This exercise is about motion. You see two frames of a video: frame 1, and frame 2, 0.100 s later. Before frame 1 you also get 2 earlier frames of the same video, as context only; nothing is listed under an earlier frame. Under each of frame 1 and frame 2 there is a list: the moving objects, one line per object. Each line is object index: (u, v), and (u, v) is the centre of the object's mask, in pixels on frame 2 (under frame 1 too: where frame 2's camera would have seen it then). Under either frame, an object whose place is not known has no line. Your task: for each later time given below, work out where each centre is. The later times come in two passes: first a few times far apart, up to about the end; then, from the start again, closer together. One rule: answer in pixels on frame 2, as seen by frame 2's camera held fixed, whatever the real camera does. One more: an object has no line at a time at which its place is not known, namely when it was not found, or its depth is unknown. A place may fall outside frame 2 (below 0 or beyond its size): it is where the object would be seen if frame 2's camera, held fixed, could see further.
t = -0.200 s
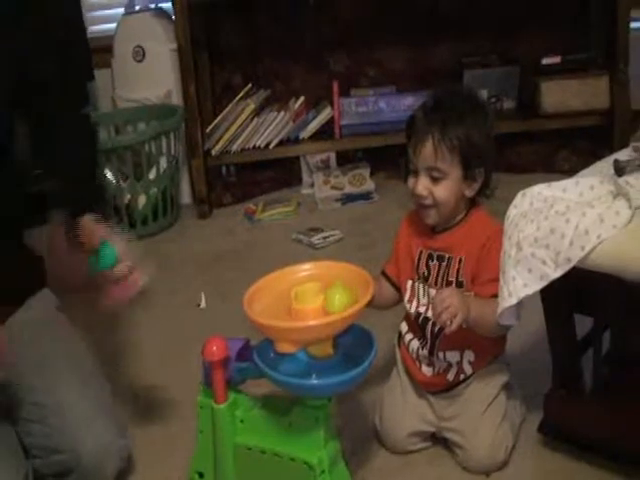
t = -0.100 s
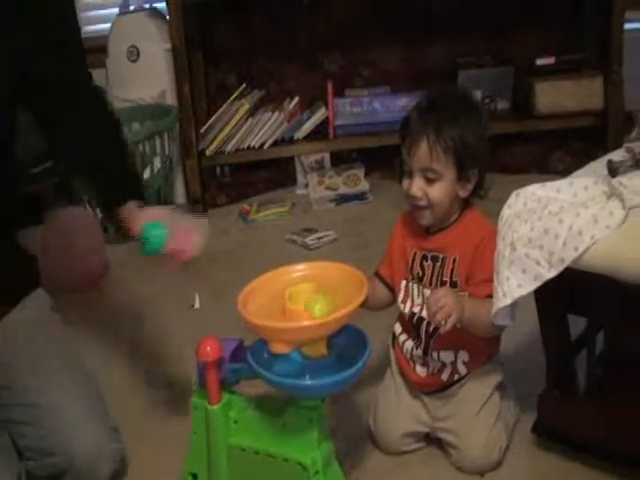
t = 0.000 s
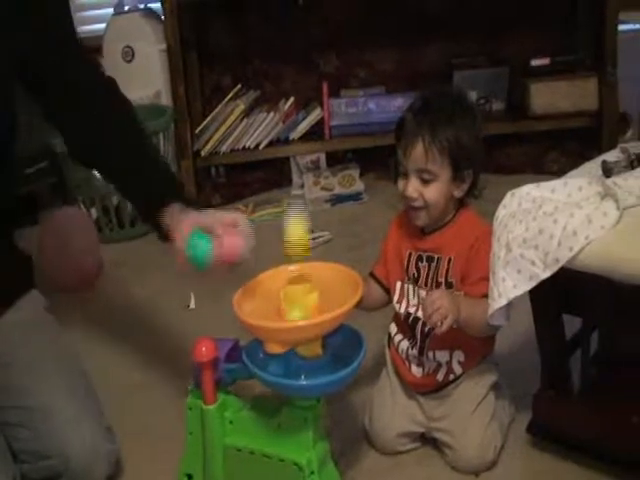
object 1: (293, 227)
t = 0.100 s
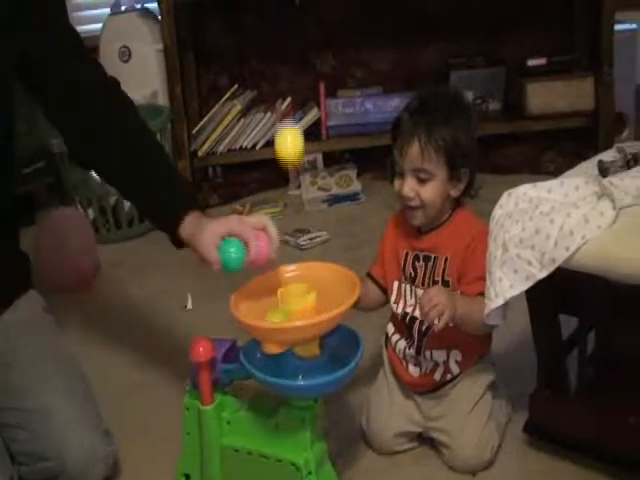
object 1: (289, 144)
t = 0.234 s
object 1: (285, 133)
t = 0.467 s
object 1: (274, 277)
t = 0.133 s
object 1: (288, 131)
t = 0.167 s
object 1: (286, 121)
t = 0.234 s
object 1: (285, 133)
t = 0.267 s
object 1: (284, 150)
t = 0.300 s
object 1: (286, 175)
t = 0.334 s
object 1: (285, 208)
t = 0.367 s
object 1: (285, 242)
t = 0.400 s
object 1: (286, 279)
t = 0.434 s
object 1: (280, 275)
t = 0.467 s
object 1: (274, 277)
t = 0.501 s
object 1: (268, 288)
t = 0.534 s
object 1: (264, 308)
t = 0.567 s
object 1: (257, 346)
